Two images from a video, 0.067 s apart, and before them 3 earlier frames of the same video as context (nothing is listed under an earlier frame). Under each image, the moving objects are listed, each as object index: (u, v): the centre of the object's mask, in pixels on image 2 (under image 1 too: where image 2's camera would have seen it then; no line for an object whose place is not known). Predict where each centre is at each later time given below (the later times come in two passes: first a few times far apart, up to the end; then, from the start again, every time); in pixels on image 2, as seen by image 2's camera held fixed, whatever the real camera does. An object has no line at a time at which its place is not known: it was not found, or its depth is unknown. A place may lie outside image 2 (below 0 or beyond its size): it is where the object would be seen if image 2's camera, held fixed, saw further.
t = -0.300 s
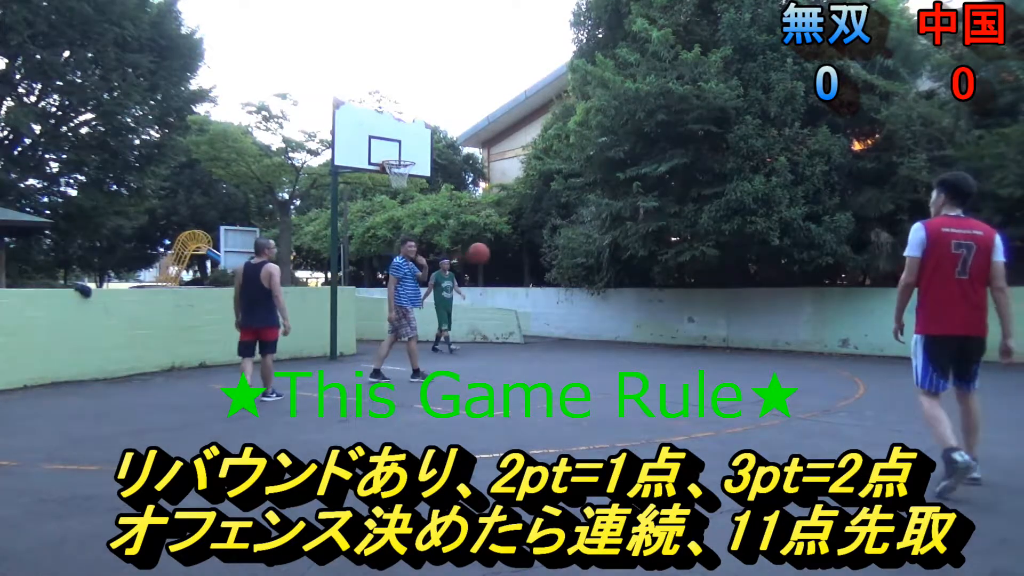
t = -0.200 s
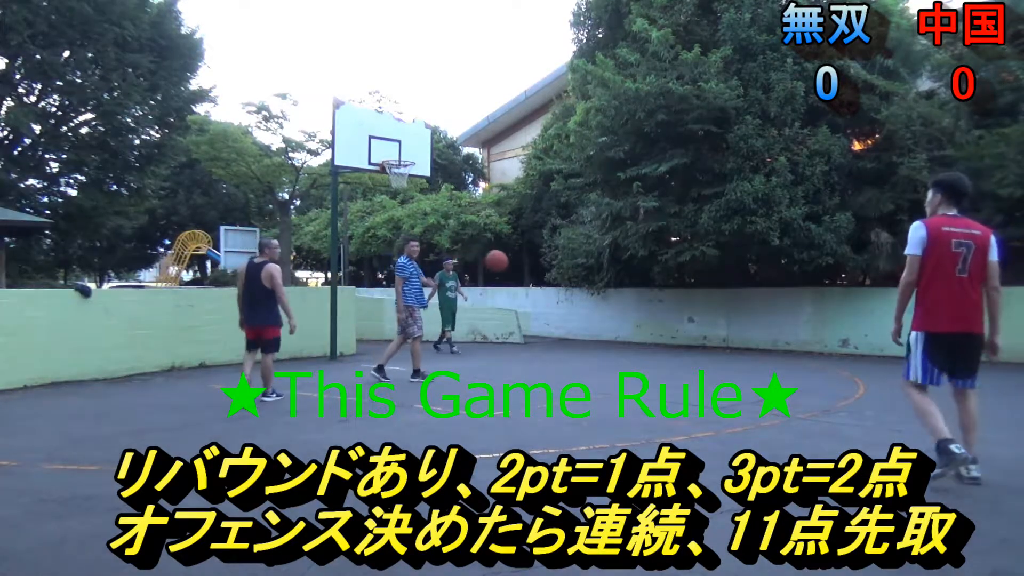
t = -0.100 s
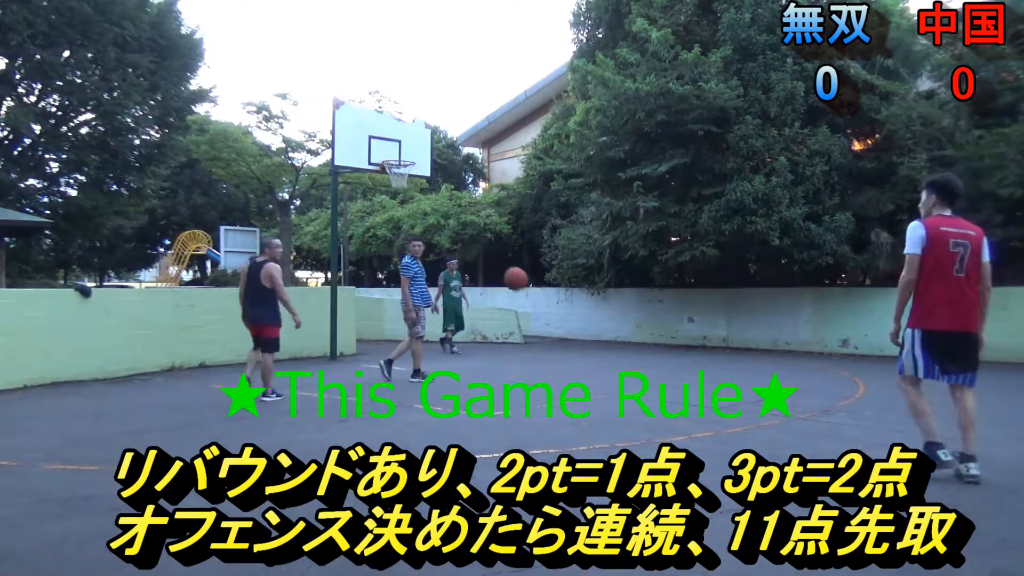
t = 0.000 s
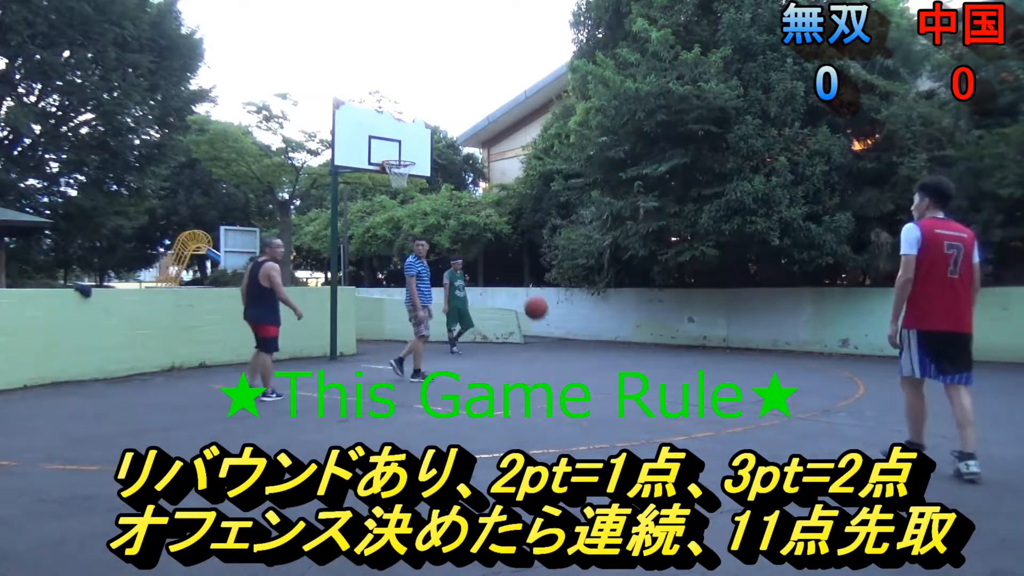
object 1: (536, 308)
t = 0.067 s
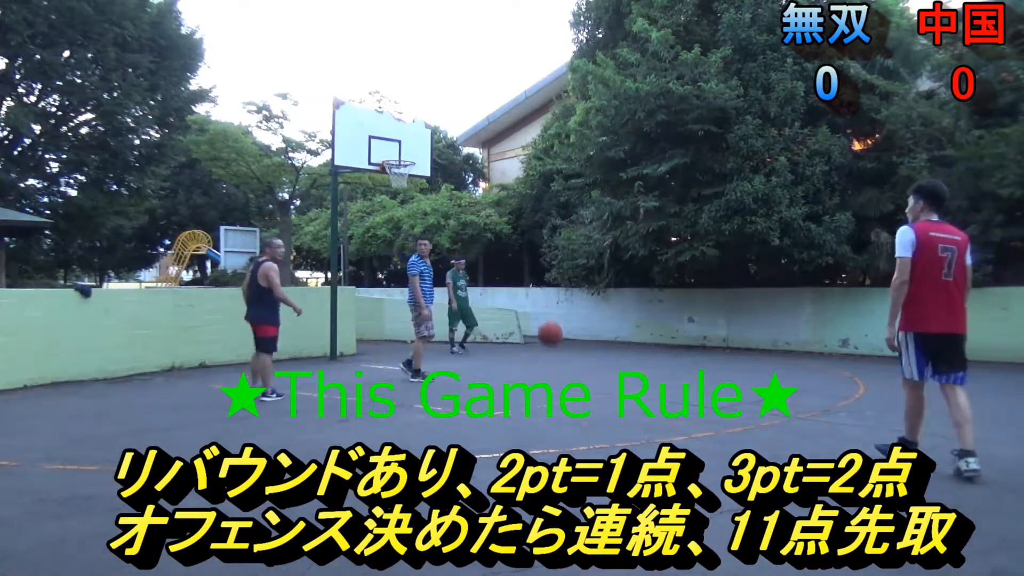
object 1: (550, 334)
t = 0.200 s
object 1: (579, 400)
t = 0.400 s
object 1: (614, 325)
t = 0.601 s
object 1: (654, 287)
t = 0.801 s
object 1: (699, 295)
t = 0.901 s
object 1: (726, 319)
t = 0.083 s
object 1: (554, 341)
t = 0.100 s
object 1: (558, 349)
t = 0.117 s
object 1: (561, 356)
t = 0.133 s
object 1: (565, 364)
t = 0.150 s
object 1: (568, 373)
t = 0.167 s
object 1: (572, 383)
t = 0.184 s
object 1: (576, 396)
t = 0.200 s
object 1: (579, 400)
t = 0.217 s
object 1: (583, 391)
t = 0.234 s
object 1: (587, 383)
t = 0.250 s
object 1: (589, 376)
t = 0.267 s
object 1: (591, 371)
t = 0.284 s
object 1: (594, 365)
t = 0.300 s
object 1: (596, 357)
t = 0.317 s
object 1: (599, 352)
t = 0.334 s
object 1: (602, 347)
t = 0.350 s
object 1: (605, 341)
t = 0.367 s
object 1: (608, 336)
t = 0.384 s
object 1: (611, 330)
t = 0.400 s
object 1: (614, 325)
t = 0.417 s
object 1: (617, 321)
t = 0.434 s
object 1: (620, 316)
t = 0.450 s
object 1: (623, 312)
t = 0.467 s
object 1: (627, 308)
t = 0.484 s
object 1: (630, 304)
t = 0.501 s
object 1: (633, 301)
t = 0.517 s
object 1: (637, 298)
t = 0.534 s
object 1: (640, 295)
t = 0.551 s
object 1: (643, 293)
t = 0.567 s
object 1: (647, 290)
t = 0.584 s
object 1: (650, 289)
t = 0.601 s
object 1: (654, 287)
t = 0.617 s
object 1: (658, 286)
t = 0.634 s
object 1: (661, 285)
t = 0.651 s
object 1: (665, 285)
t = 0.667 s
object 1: (669, 285)
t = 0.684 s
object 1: (672, 285)
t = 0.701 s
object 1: (676, 285)
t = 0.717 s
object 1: (680, 286)
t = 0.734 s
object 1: (683, 287)
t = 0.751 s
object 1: (688, 288)
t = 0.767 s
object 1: (691, 290)
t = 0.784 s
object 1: (695, 292)
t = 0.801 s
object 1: (699, 295)
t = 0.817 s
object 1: (703, 298)
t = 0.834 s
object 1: (708, 301)
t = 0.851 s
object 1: (712, 305)
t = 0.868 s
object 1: (717, 309)
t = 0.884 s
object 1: (721, 314)
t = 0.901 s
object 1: (726, 319)
